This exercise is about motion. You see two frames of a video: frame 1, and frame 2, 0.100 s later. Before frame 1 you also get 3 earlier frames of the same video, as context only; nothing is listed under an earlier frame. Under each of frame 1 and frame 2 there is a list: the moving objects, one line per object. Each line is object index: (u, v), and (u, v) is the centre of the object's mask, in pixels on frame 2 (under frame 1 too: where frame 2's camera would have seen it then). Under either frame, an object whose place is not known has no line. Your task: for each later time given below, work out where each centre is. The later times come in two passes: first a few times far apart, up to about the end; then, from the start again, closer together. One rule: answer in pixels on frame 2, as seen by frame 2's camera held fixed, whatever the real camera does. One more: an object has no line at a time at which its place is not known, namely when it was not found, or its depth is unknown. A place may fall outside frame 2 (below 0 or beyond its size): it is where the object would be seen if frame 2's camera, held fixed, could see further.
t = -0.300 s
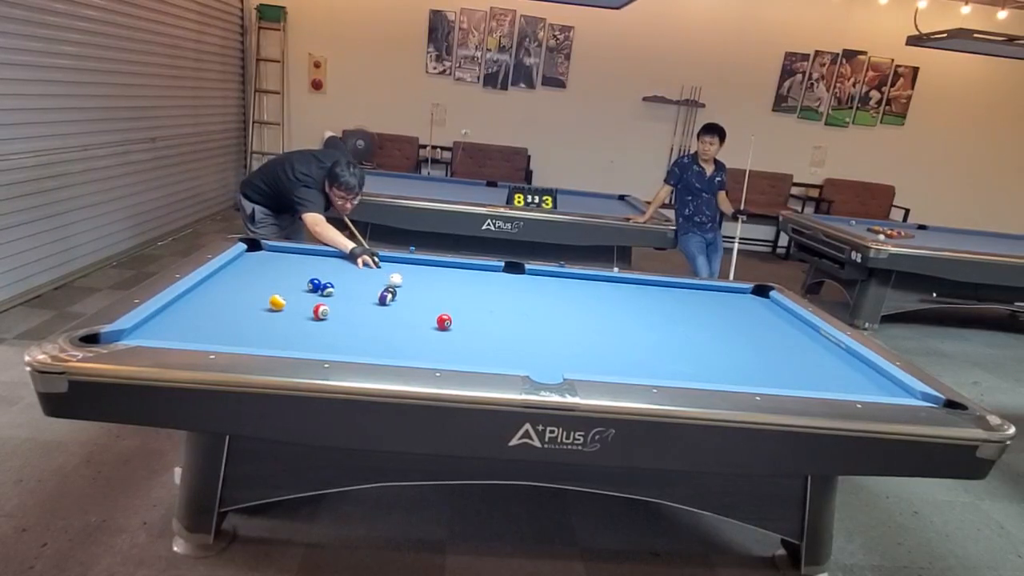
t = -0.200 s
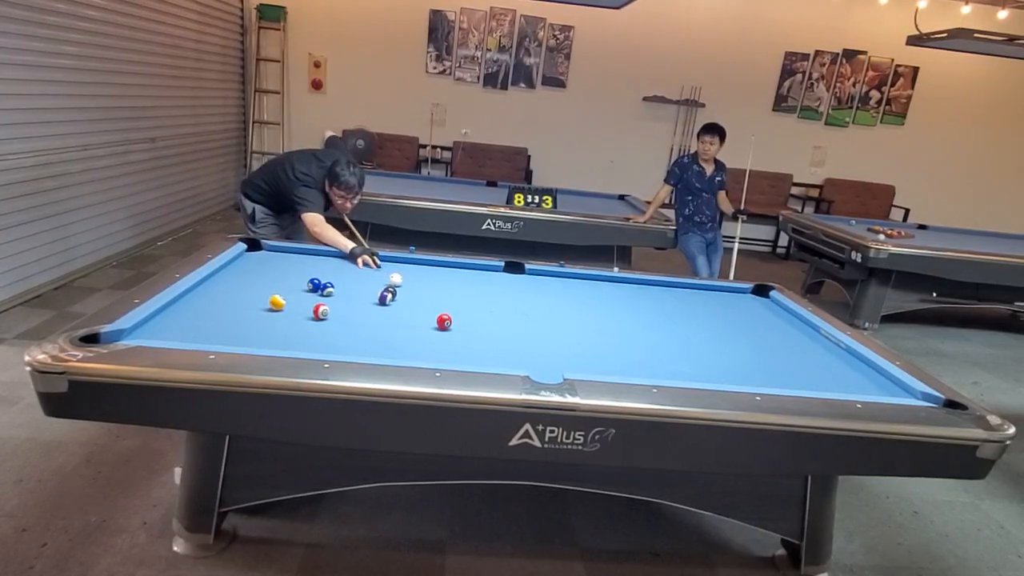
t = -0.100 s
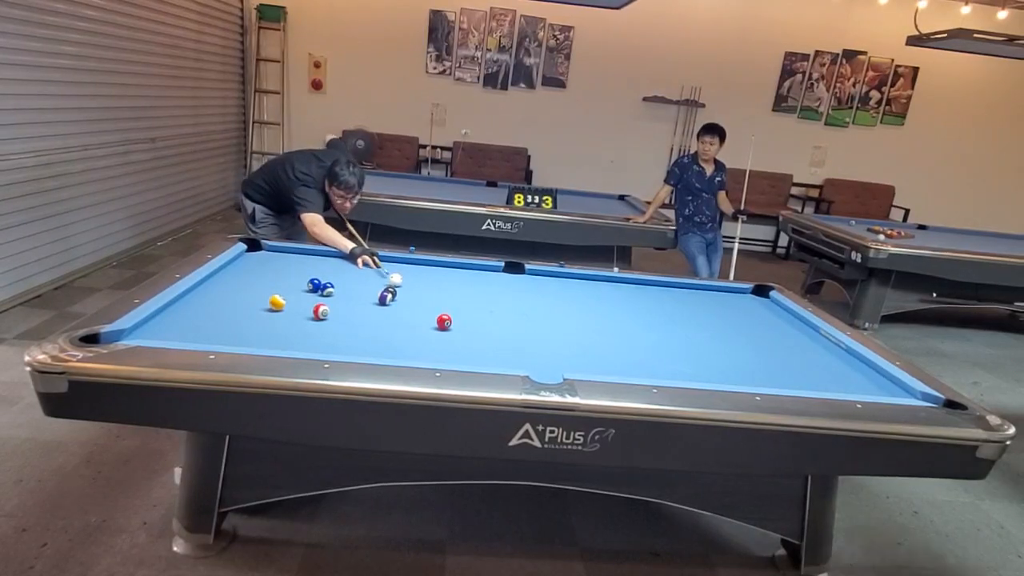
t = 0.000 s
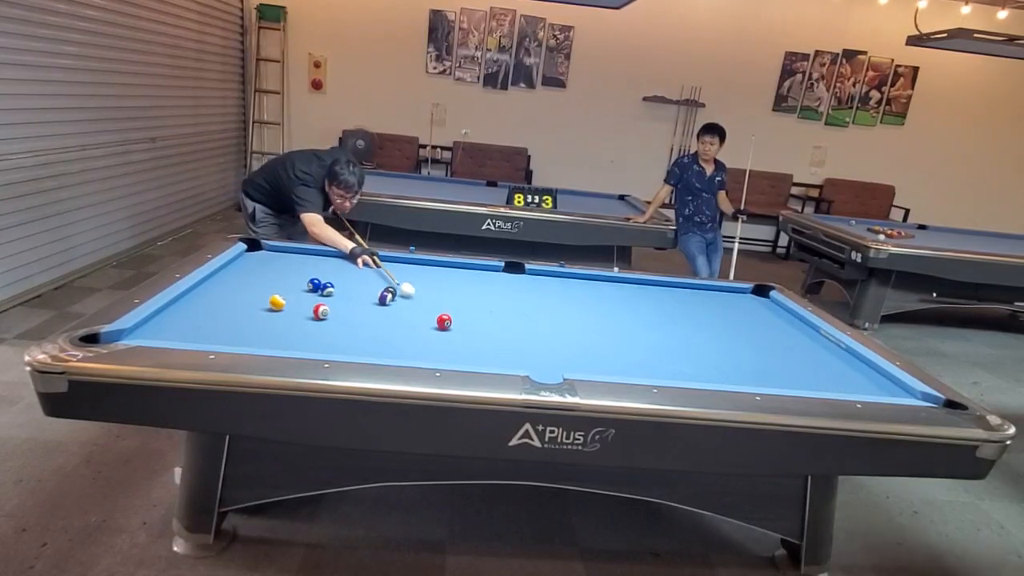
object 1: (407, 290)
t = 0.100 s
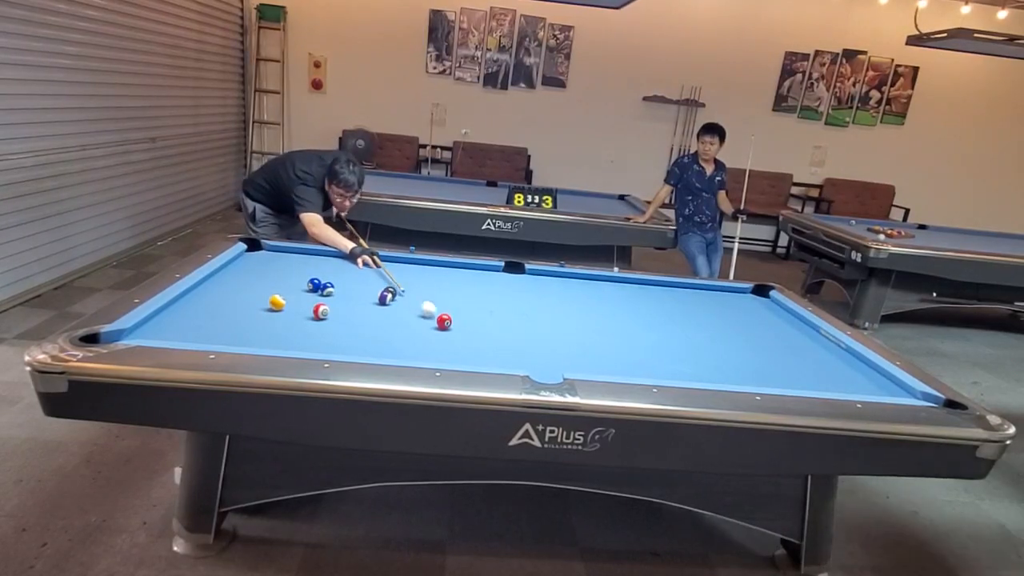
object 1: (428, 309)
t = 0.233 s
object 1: (426, 319)
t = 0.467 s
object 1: (409, 326)
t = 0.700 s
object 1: (391, 333)
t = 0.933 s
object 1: (373, 339)
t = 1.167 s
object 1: (354, 346)
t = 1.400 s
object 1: (336, 350)
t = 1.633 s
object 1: (323, 346)
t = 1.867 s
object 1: (311, 343)
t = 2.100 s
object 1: (301, 338)
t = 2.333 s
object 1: (292, 334)
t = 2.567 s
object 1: (284, 330)
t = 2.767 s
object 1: (278, 328)
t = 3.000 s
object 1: (272, 325)
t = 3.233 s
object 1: (267, 323)
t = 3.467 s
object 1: (262, 322)
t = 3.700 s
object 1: (259, 320)
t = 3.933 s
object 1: (257, 319)
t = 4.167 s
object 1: (255, 318)
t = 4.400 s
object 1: (255, 318)
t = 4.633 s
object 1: (255, 318)
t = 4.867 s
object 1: (255, 318)
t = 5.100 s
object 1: (255, 318)
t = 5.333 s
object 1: (255, 318)
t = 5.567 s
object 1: (255, 318)
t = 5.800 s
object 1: (255, 318)
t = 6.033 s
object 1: (255, 318)
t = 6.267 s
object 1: (255, 318)
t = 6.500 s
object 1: (255, 318)
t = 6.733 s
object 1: (255, 318)
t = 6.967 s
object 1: (255, 318)
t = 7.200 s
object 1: (255, 318)
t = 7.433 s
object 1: (255, 318)
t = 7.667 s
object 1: (255, 318)
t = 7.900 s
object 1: (255, 318)
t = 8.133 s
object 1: (255, 318)
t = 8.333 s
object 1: (255, 318)
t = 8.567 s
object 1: (255, 318)
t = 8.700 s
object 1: (255, 318)
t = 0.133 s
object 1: (434, 314)
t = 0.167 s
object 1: (432, 317)
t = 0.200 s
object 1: (429, 318)
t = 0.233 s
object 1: (426, 319)
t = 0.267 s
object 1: (424, 319)
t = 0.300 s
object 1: (421, 320)
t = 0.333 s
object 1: (419, 322)
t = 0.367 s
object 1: (416, 322)
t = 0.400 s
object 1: (414, 324)
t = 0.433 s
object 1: (411, 325)
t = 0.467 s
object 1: (409, 326)
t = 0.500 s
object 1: (406, 326)
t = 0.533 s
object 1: (404, 327)
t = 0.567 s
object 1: (401, 328)
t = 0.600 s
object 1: (398, 329)
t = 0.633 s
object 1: (396, 330)
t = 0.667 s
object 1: (393, 332)
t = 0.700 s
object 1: (391, 333)
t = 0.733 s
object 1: (388, 334)
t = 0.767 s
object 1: (386, 334)
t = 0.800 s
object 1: (383, 336)
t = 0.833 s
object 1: (380, 336)
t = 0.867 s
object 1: (378, 337)
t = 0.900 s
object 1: (375, 338)
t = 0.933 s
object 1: (373, 339)
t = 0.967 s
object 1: (370, 341)
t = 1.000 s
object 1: (367, 342)
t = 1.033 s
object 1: (364, 342)
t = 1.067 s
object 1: (362, 344)
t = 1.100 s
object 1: (359, 345)
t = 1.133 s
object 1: (357, 346)
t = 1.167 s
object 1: (354, 346)
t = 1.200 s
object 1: (351, 347)
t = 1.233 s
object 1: (349, 347)
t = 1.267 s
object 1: (347, 348)
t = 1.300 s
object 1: (343, 348)
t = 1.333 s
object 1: (341, 349)
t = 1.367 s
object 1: (339, 349)
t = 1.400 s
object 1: (336, 350)
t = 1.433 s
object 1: (334, 349)
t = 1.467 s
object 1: (332, 348)
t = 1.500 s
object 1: (330, 348)
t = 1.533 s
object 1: (328, 348)
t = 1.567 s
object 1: (327, 347)
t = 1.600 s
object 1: (325, 346)
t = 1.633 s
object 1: (323, 346)
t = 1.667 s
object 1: (321, 346)
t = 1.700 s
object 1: (320, 345)
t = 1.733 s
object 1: (318, 344)
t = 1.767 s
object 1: (317, 344)
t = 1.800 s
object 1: (315, 344)
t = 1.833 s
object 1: (313, 343)
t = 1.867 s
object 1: (311, 343)
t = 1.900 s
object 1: (310, 342)
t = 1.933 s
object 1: (309, 341)
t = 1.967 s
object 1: (307, 341)
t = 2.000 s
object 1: (305, 340)
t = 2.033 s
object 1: (304, 339)
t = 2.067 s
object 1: (303, 339)
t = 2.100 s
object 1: (301, 338)
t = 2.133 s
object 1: (300, 337)
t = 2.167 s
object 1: (299, 337)
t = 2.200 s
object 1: (297, 336)
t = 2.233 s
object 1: (297, 335)
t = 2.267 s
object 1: (295, 335)
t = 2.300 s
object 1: (294, 334)
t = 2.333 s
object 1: (292, 334)
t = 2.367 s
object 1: (291, 334)
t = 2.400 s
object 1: (290, 333)
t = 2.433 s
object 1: (289, 332)
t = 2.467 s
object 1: (288, 332)
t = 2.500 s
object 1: (286, 332)
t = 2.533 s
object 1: (285, 331)
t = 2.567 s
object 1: (284, 330)
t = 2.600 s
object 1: (283, 330)
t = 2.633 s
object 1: (282, 329)
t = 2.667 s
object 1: (281, 329)
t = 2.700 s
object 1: (280, 329)
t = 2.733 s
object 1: (279, 328)
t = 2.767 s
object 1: (278, 328)
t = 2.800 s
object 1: (277, 328)
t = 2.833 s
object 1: (276, 327)
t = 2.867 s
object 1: (275, 327)
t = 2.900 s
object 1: (274, 326)
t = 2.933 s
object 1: (273, 326)
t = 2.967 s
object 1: (273, 326)
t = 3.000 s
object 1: (272, 325)
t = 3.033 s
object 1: (271, 325)
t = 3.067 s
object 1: (270, 325)
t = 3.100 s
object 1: (270, 325)
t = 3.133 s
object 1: (269, 324)
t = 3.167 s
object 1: (268, 324)
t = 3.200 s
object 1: (267, 324)
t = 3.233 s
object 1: (267, 323)
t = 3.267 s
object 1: (266, 323)
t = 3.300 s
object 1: (265, 323)
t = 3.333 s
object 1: (264, 323)
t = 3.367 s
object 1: (264, 323)
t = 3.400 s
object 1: (263, 322)
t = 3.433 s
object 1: (263, 322)
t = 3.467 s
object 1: (262, 322)
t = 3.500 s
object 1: (262, 321)
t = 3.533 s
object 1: (261, 321)
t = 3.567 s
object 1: (261, 321)
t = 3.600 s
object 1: (260, 321)
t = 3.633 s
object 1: (260, 321)
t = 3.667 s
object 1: (259, 320)
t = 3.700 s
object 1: (259, 320)
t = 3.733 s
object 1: (258, 320)
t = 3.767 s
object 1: (258, 320)
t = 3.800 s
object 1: (258, 320)
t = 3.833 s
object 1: (257, 320)
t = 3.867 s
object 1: (257, 320)
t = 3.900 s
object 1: (257, 319)
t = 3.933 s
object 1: (257, 319)
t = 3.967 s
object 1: (256, 319)
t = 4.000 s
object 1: (256, 319)
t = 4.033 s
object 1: (256, 319)
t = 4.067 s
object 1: (256, 319)
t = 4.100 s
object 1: (256, 319)
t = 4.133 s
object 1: (255, 318)
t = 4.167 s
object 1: (255, 318)
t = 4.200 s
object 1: (255, 318)
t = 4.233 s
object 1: (255, 318)
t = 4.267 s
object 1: (255, 318)
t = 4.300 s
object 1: (255, 318)
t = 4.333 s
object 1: (255, 318)
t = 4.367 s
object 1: (255, 318)
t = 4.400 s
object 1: (255, 318)
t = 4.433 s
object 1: (255, 318)
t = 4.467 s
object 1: (255, 318)
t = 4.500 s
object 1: (255, 318)
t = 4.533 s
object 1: (255, 318)
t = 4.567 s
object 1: (255, 318)
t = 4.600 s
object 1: (255, 318)
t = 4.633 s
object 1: (255, 318)
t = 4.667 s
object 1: (255, 318)
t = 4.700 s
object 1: (255, 318)
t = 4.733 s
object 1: (255, 318)
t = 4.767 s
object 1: (255, 318)
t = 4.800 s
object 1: (255, 318)
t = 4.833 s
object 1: (255, 318)
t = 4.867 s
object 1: (255, 318)
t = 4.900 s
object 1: (255, 318)
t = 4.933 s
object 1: (255, 318)
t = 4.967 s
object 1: (255, 318)
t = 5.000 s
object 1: (255, 318)
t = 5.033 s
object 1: (255, 318)
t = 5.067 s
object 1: (255, 318)
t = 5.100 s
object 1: (255, 318)
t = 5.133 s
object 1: (255, 318)
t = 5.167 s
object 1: (255, 318)
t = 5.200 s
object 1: (255, 318)
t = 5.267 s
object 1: (255, 318)
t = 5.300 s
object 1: (255, 318)
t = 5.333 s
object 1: (255, 318)
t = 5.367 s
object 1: (255, 318)
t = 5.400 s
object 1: (255, 318)
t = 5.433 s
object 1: (255, 318)
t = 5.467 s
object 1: (255, 318)
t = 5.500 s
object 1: (255, 318)
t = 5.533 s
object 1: (255, 318)
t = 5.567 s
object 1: (255, 318)
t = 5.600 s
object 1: (255, 318)
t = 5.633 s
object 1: (255, 318)
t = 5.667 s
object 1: (255, 318)
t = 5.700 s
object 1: (255, 318)
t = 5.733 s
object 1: (255, 318)
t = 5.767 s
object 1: (255, 318)
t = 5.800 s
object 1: (255, 318)
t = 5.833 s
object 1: (255, 318)
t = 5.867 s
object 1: (255, 318)
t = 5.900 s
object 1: (255, 318)
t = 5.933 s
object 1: (255, 318)
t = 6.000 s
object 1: (255, 318)
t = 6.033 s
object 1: (255, 318)
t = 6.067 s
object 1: (255, 318)
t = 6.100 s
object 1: (255, 318)
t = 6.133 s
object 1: (255, 318)
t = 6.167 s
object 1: (255, 318)
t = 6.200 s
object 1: (255, 318)
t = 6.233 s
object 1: (255, 318)
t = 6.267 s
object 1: (255, 318)
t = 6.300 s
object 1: (255, 318)
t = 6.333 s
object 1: (255, 318)
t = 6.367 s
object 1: (255, 318)
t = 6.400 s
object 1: (255, 318)
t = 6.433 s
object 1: (255, 318)
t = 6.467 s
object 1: (255, 318)
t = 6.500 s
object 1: (255, 318)
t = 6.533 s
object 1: (255, 318)
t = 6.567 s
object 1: (255, 318)
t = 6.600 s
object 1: (255, 318)
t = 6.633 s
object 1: (255, 318)
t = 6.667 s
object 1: (255, 318)
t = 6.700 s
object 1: (255, 318)
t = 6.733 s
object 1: (255, 318)
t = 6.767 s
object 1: (255, 318)
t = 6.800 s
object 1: (255, 318)
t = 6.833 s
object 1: (255, 318)
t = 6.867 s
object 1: (255, 318)
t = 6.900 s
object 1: (255, 318)
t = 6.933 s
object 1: (255, 318)
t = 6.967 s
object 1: (255, 318)
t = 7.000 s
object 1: (255, 318)
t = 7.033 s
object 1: (255, 318)
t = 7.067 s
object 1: (255, 318)
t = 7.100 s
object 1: (255, 318)
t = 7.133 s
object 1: (255, 318)
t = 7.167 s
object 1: (255, 318)
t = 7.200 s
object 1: (255, 318)
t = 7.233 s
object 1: (255, 318)
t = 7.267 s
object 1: (255, 318)
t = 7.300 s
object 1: (255, 318)
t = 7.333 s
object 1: (255, 318)
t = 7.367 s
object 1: (255, 318)
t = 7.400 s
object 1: (255, 318)
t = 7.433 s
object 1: (255, 318)
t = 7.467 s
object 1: (255, 318)
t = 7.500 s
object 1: (255, 318)
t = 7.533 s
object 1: (255, 318)
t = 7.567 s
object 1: (255, 318)
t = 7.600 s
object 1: (255, 318)
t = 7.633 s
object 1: (255, 318)
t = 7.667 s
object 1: (255, 318)
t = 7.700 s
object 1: (255, 318)
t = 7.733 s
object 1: (255, 318)
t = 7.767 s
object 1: (255, 318)
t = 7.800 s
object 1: (255, 318)
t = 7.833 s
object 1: (255, 318)
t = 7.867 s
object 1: (255, 318)
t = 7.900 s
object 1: (255, 318)
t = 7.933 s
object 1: (255, 318)
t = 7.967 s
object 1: (255, 318)
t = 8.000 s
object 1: (255, 318)
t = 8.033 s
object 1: (255, 318)
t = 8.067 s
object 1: (255, 318)
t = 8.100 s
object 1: (255, 318)
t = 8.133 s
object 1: (255, 318)
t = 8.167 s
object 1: (255, 318)
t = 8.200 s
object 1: (255, 318)
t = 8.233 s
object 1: (255, 318)
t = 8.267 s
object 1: (255, 318)
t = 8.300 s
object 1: (255, 318)
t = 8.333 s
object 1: (255, 318)
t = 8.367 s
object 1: (255, 319)
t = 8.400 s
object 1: (255, 319)
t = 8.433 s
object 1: (255, 319)
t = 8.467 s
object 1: (255, 318)
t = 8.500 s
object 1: (255, 318)
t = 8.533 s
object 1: (255, 318)
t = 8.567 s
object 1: (255, 318)
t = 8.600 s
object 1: (255, 318)
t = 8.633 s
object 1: (255, 318)
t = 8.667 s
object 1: (255, 318)
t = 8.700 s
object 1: (255, 318)
